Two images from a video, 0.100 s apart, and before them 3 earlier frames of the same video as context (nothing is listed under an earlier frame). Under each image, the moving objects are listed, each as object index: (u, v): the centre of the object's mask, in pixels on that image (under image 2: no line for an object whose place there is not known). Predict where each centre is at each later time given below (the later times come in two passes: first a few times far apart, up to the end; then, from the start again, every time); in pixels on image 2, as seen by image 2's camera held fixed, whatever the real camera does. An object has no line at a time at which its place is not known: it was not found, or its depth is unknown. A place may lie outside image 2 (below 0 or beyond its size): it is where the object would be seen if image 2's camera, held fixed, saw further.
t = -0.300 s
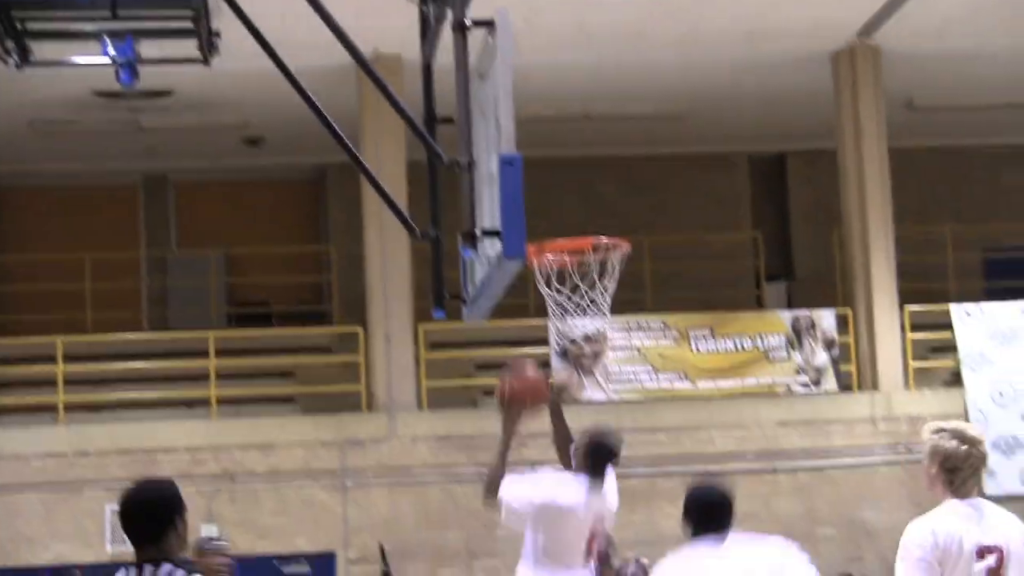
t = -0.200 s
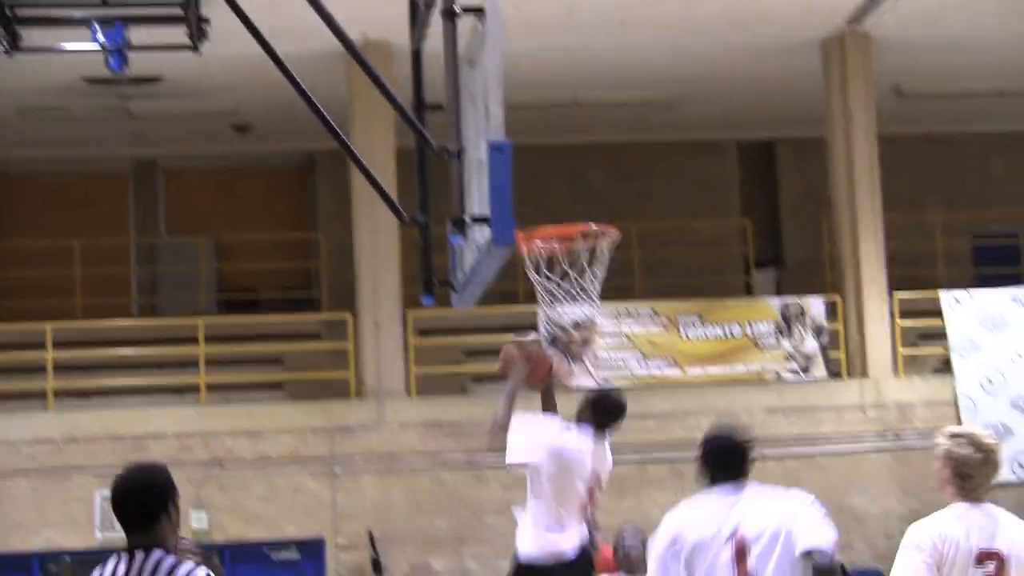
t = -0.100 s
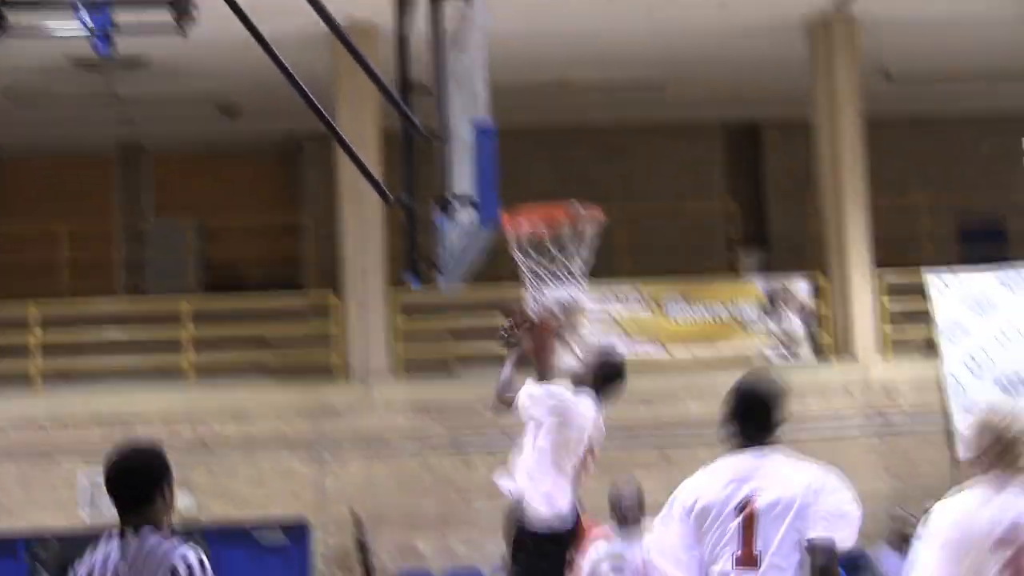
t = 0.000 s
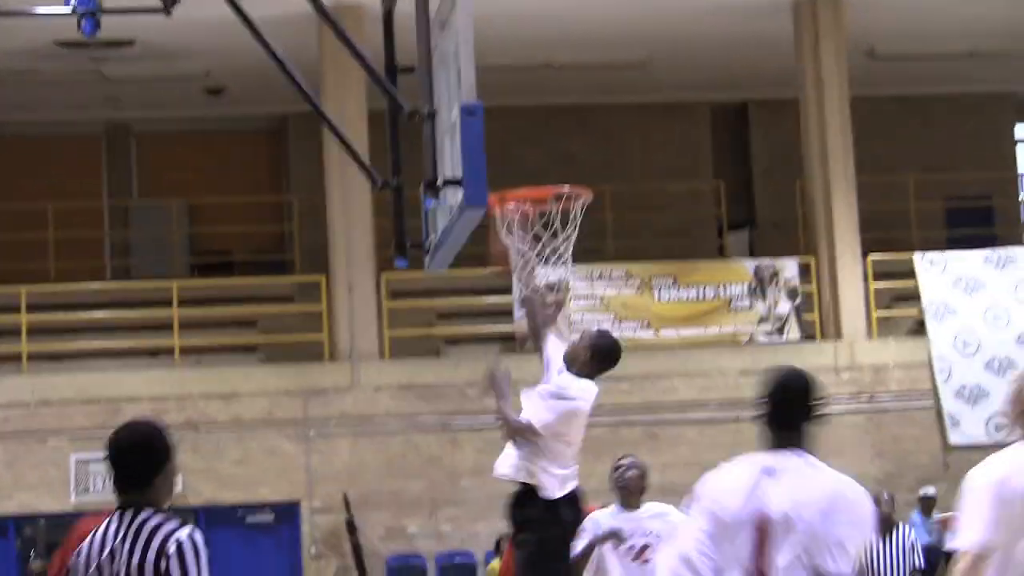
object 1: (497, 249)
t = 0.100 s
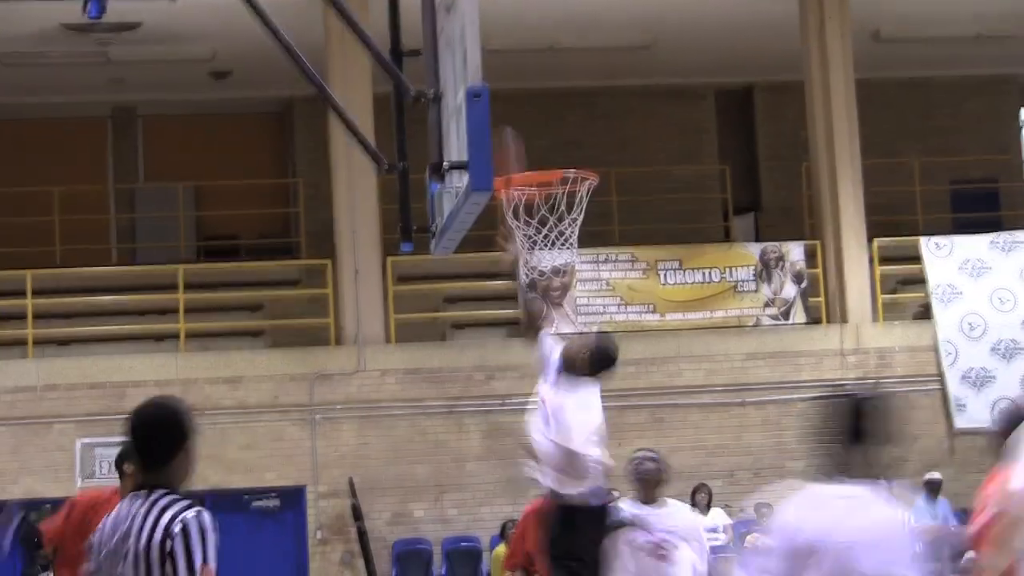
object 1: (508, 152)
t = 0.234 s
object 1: (501, 116)
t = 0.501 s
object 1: (508, 119)
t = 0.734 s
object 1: (561, 150)
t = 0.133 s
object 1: (507, 151)
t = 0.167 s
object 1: (504, 138)
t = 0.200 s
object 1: (502, 123)
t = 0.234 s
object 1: (501, 116)
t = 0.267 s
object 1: (498, 106)
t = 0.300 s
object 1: (496, 100)
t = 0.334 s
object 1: (496, 95)
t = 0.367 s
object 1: (499, 95)
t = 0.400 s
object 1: (500, 98)
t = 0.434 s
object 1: (503, 104)
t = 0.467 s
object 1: (505, 108)
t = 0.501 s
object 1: (508, 119)
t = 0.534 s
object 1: (512, 132)
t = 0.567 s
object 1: (514, 138)
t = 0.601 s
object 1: (521, 148)
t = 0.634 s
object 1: (526, 152)
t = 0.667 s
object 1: (540, 150)
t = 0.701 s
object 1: (554, 149)
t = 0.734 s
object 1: (561, 150)
